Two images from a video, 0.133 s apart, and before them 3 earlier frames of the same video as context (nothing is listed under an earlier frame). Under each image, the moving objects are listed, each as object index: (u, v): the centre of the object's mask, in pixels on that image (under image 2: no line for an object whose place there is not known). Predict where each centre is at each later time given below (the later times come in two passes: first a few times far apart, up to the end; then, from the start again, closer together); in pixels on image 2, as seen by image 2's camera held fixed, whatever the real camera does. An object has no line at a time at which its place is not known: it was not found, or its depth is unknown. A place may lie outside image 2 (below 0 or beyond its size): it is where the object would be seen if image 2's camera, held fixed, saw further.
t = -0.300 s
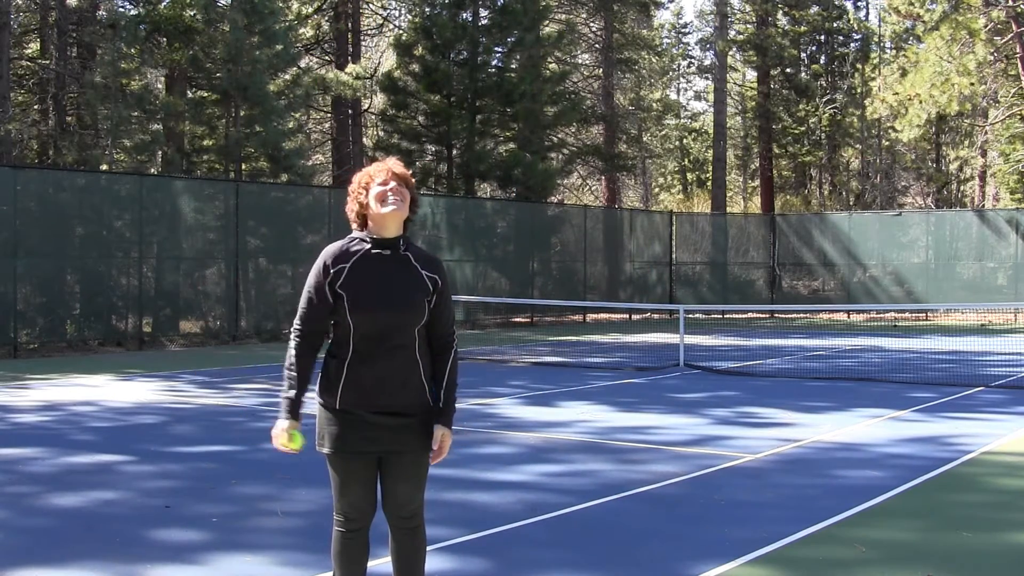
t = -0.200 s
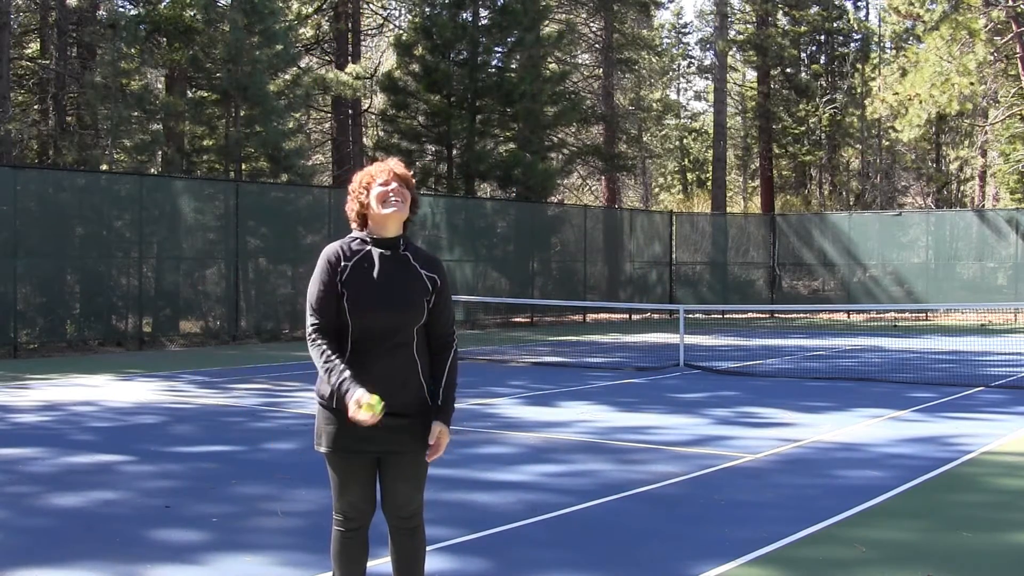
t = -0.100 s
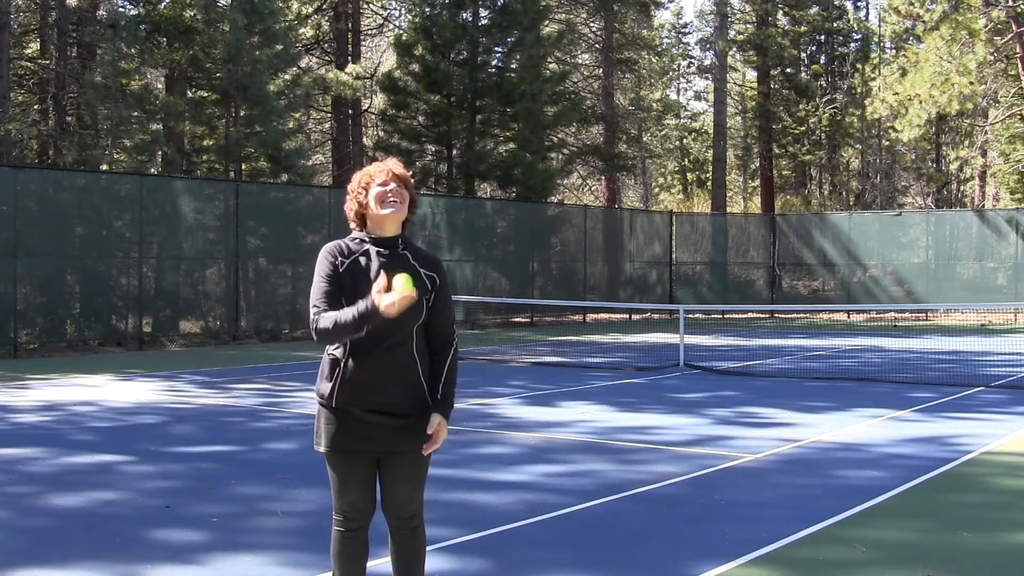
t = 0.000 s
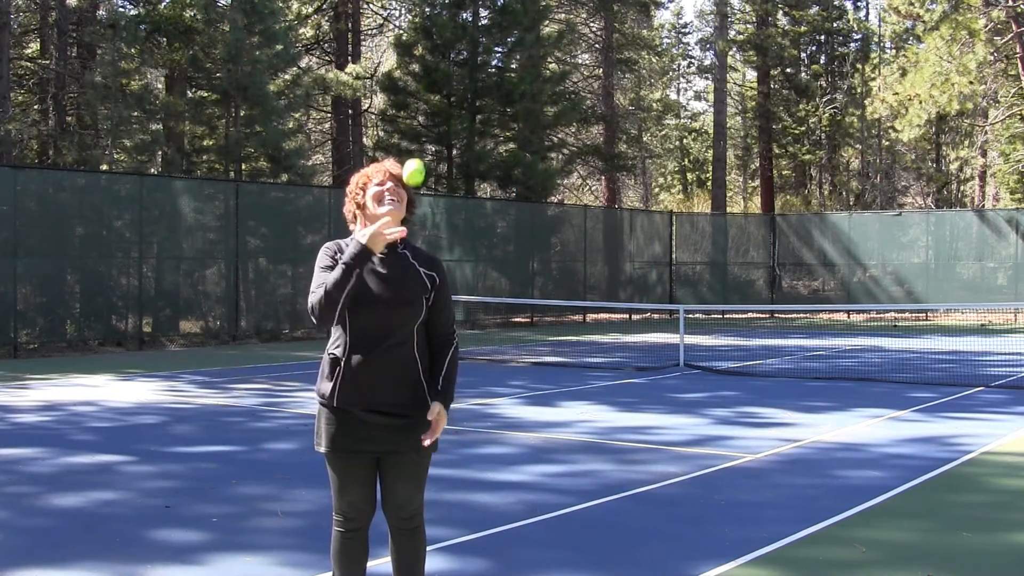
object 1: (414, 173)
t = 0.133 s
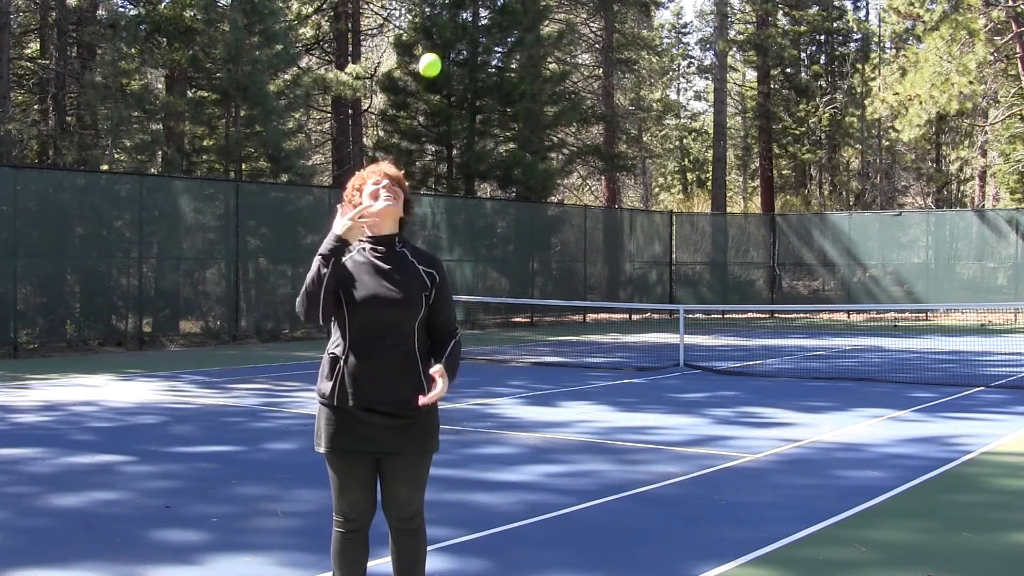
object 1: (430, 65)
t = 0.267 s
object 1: (446, 12)
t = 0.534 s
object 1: (477, 74)
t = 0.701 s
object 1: (497, 231)
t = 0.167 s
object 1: (434, 47)
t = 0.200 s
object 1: (438, 32)
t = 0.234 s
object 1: (442, 21)
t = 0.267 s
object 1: (446, 12)
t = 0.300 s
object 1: (450, 9)
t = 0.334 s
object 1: (454, 9)
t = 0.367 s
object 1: (458, 10)
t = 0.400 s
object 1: (462, 15)
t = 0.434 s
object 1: (466, 24)
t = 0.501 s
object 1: (474, 54)
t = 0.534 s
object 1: (477, 74)
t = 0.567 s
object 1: (481, 97)
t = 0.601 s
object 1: (485, 125)
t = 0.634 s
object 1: (489, 156)
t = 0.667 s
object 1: (493, 192)
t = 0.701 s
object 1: (497, 231)
